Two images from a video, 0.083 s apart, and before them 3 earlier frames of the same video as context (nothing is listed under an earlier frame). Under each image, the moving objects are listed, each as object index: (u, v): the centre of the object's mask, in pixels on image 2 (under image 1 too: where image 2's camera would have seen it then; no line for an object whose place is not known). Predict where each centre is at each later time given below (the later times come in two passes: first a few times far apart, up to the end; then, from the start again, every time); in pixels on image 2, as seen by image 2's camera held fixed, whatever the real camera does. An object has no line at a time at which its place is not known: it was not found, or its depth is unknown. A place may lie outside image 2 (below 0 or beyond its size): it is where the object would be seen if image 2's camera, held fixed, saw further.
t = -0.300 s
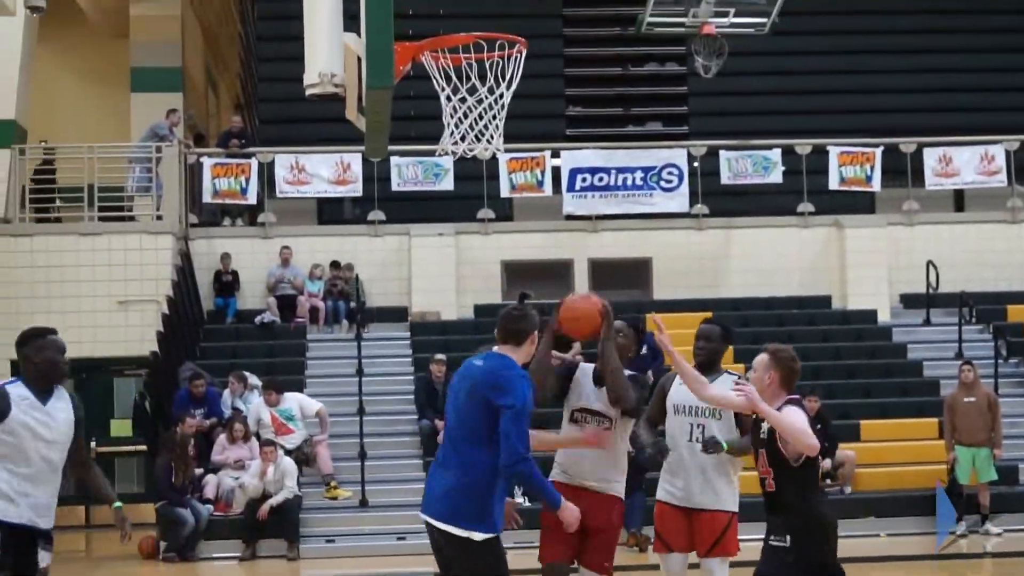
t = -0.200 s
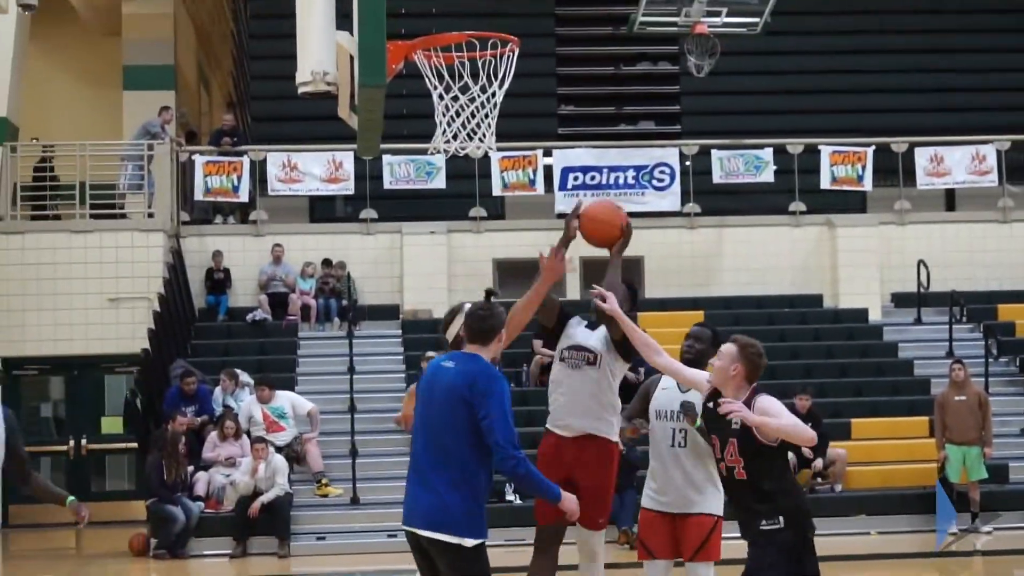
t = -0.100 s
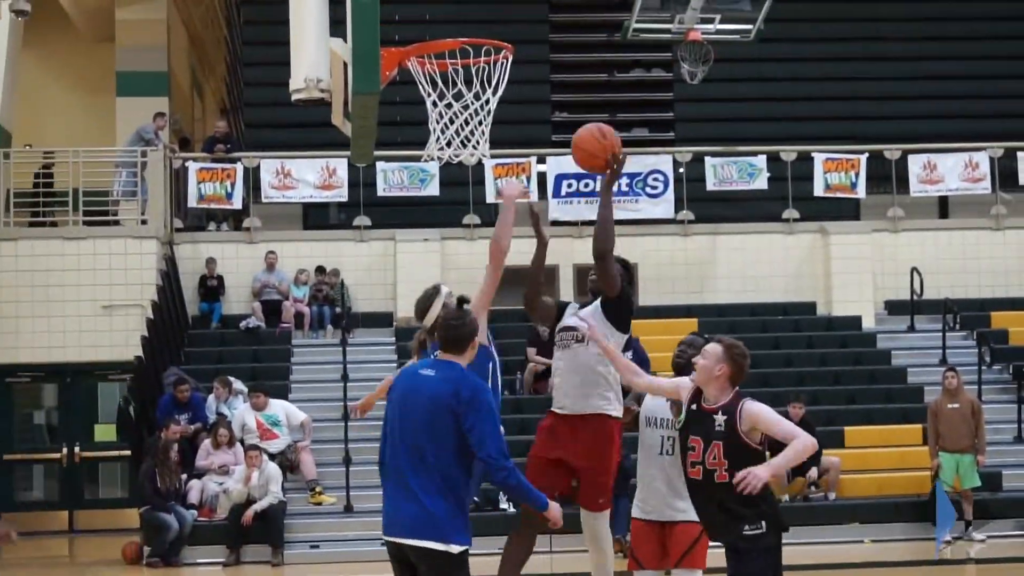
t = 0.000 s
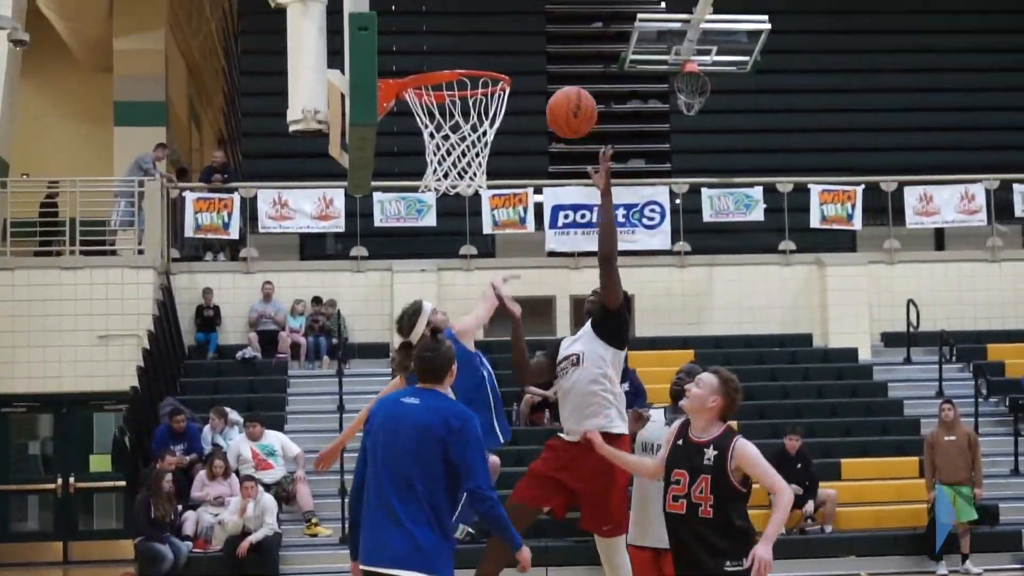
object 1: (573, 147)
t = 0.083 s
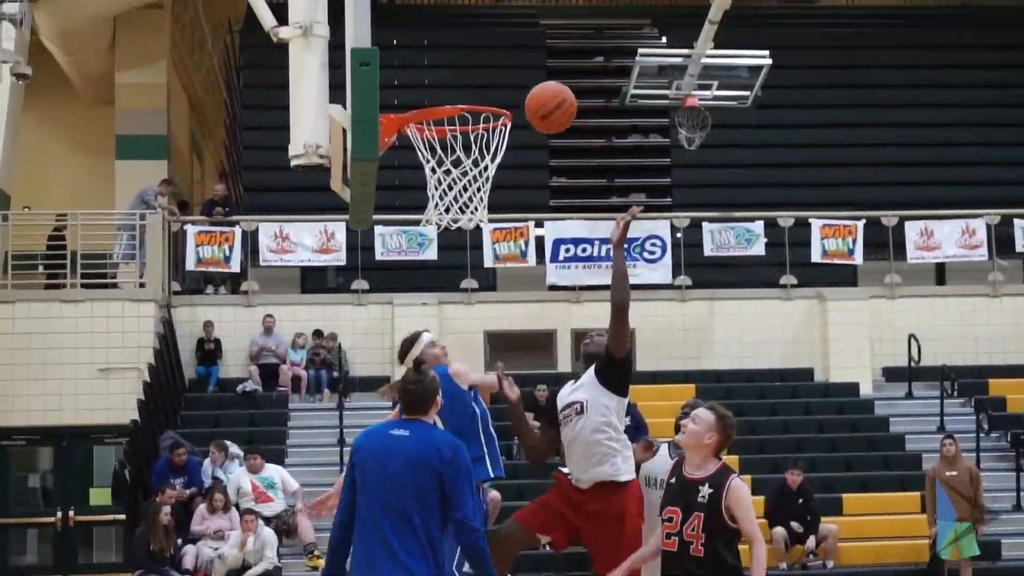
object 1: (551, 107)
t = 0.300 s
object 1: (492, 70)
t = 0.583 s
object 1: (431, 163)
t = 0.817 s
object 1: (448, 339)
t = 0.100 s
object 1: (546, 101)
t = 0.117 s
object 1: (542, 95)
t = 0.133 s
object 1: (537, 91)
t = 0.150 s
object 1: (533, 86)
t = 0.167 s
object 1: (528, 81)
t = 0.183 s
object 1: (524, 78)
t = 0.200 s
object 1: (520, 75)
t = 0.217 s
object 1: (515, 73)
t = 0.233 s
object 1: (510, 71)
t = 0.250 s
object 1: (506, 70)
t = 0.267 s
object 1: (501, 70)
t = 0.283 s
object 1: (496, 70)
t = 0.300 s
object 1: (492, 70)
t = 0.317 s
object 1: (488, 71)
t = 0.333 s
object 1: (484, 73)
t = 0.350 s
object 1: (479, 74)
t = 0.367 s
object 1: (474, 78)
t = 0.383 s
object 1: (470, 81)
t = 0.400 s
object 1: (465, 84)
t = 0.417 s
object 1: (461, 87)
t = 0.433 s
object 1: (456, 90)
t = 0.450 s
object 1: (451, 93)
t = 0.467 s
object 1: (446, 96)
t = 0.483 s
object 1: (445, 117)
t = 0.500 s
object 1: (440, 124)
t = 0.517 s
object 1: (433, 140)
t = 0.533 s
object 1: (431, 144)
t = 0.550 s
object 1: (430, 148)
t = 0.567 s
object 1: (430, 155)
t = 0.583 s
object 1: (431, 163)
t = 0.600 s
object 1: (432, 174)
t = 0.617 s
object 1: (433, 183)
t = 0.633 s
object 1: (435, 193)
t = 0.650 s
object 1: (434, 203)
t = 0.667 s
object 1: (436, 213)
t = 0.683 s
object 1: (438, 225)
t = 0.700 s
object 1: (440, 239)
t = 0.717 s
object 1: (441, 249)
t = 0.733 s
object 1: (442, 262)
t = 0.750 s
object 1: (443, 276)
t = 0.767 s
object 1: (444, 290)
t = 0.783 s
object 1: (445, 305)
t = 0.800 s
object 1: (447, 322)
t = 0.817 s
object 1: (448, 339)
